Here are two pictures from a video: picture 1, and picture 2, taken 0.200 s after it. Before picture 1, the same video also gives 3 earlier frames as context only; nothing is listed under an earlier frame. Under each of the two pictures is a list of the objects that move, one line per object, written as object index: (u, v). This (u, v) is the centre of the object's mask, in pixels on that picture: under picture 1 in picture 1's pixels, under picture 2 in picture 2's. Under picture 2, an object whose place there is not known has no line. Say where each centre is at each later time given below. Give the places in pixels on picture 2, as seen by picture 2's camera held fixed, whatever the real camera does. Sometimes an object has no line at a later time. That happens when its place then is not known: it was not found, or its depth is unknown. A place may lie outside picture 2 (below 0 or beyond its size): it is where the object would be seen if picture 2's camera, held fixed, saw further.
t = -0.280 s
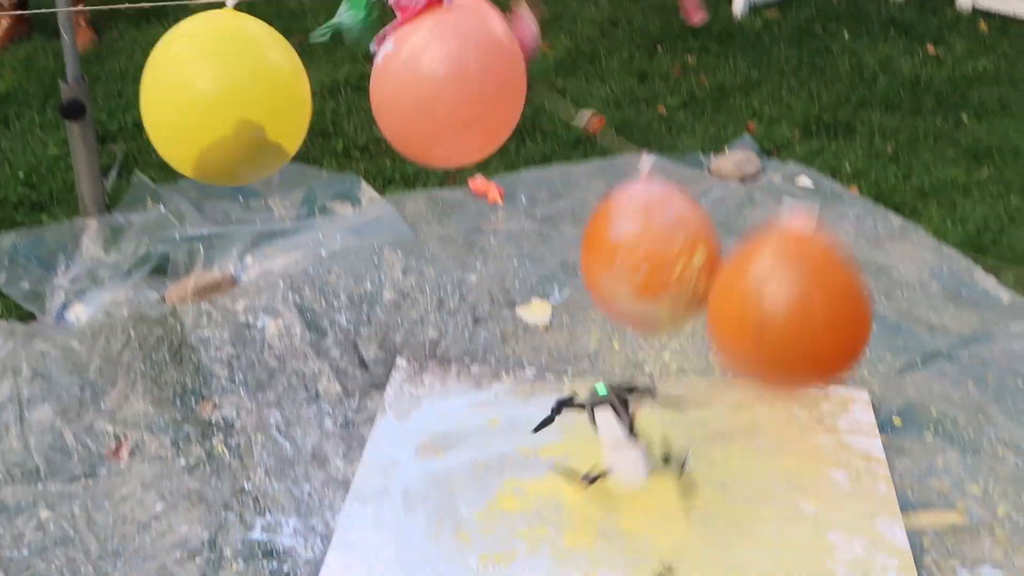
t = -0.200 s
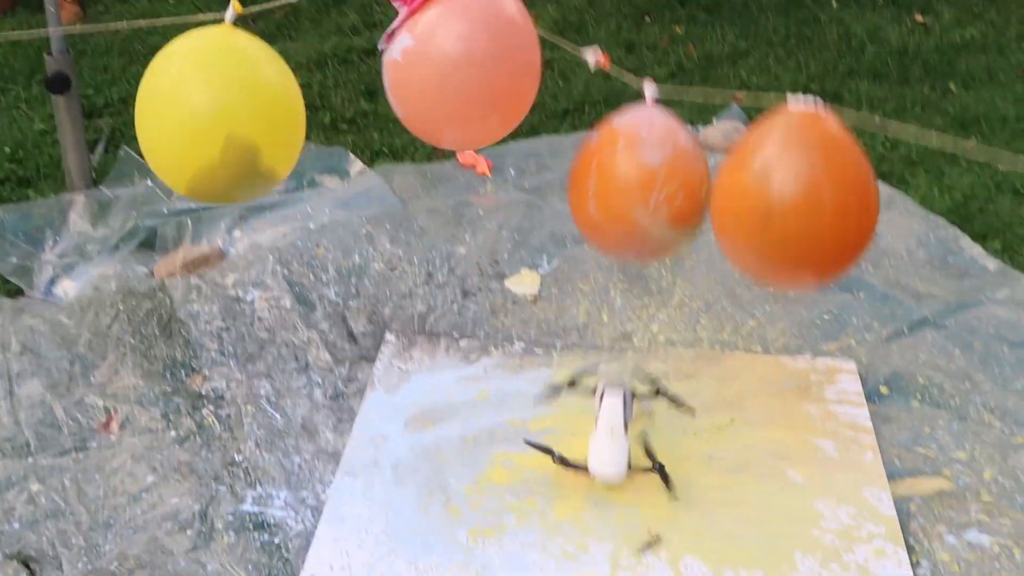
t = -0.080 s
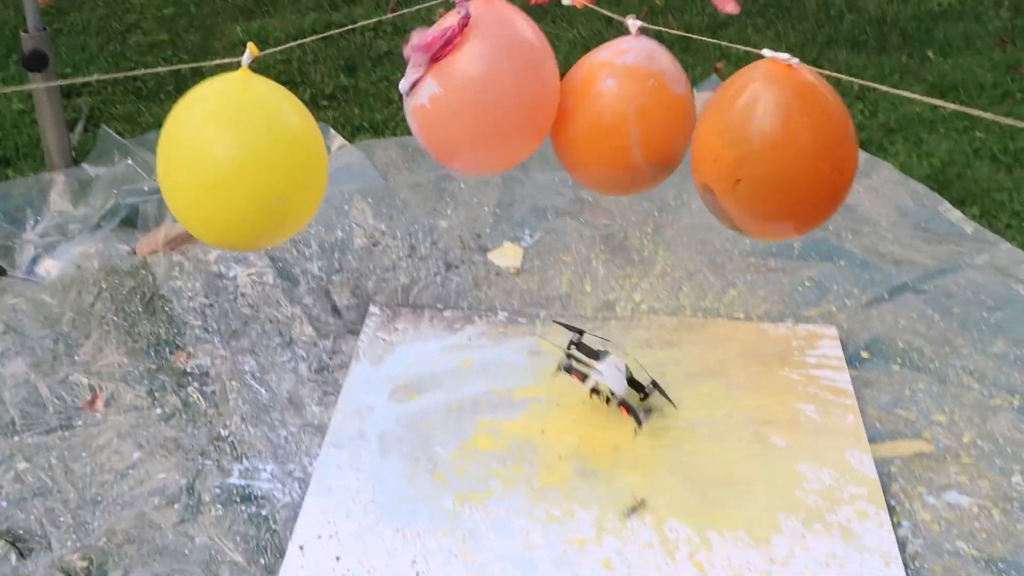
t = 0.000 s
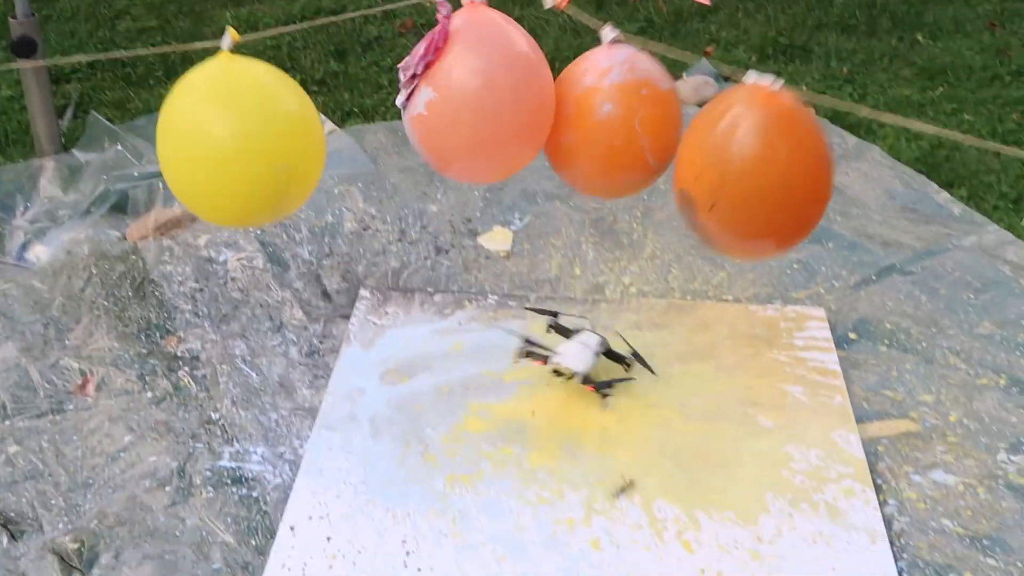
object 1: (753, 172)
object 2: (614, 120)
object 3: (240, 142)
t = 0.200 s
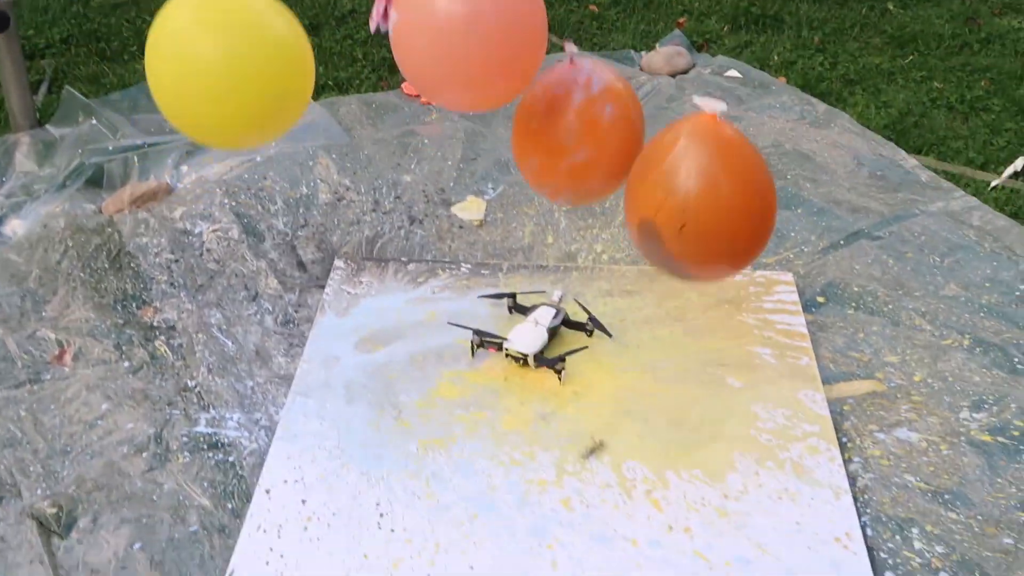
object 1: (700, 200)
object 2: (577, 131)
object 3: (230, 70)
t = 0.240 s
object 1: (707, 186)
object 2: (574, 119)
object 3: (229, 66)
